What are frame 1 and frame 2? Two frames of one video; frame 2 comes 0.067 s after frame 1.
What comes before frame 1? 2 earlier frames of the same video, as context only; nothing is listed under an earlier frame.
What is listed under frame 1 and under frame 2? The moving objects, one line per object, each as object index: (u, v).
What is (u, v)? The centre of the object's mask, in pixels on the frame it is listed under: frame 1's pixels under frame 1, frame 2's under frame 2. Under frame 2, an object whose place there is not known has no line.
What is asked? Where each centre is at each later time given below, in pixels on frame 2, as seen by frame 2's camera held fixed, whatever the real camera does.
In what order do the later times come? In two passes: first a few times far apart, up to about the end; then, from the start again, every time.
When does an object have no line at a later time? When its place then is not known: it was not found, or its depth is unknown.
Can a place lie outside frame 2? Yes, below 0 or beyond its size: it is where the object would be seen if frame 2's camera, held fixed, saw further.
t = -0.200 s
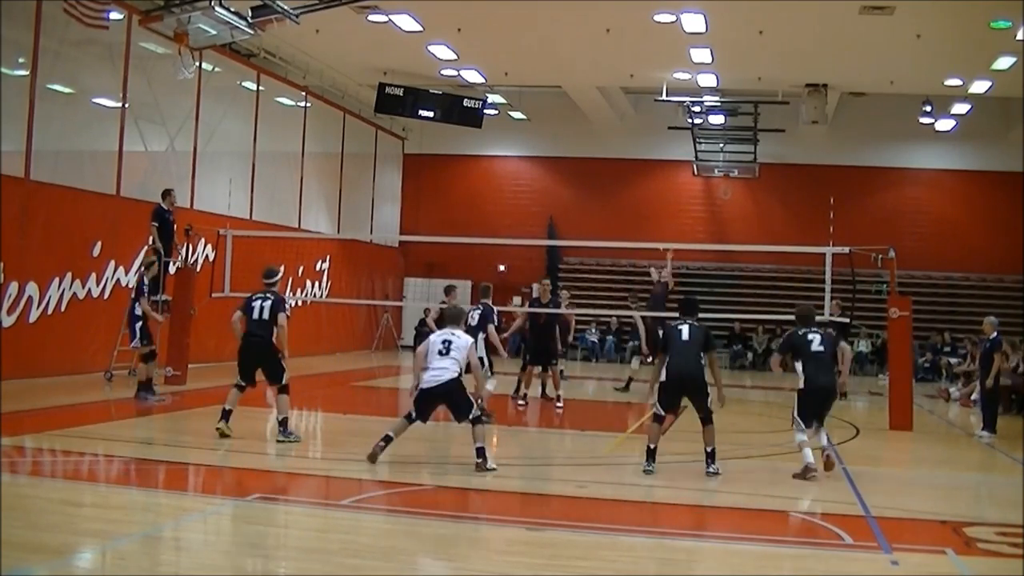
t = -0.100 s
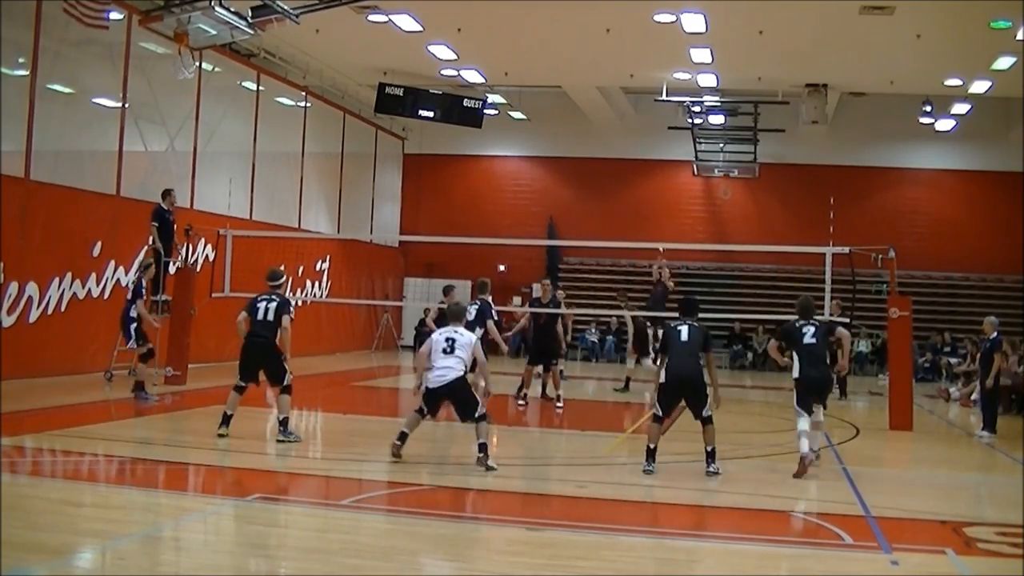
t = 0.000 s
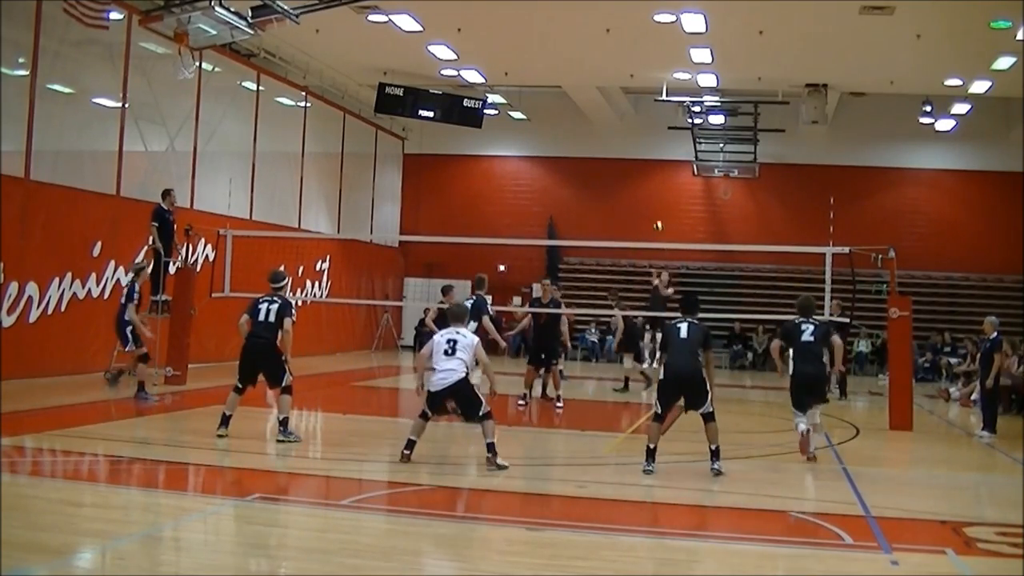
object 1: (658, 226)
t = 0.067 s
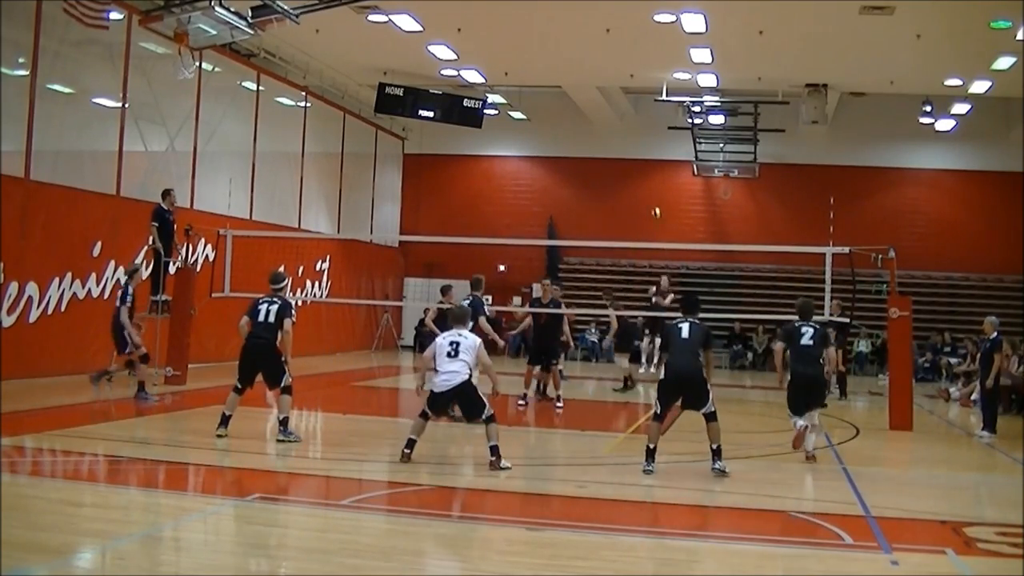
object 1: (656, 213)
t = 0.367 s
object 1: (635, 178)
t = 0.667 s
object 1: (611, 198)
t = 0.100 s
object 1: (654, 207)
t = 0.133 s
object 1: (652, 202)
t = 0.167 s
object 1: (650, 197)
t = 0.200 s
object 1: (648, 193)
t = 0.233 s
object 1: (646, 189)
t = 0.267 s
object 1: (643, 186)
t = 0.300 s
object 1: (640, 183)
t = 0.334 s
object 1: (638, 180)
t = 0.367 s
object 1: (635, 178)
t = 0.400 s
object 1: (633, 177)
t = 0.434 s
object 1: (631, 176)
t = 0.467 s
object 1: (629, 176)
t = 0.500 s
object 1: (626, 177)
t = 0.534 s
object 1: (624, 179)
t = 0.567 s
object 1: (621, 182)
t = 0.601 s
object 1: (618, 186)
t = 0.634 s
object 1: (615, 191)
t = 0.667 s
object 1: (611, 198)
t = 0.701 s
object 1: (607, 207)
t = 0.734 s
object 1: (603, 216)
